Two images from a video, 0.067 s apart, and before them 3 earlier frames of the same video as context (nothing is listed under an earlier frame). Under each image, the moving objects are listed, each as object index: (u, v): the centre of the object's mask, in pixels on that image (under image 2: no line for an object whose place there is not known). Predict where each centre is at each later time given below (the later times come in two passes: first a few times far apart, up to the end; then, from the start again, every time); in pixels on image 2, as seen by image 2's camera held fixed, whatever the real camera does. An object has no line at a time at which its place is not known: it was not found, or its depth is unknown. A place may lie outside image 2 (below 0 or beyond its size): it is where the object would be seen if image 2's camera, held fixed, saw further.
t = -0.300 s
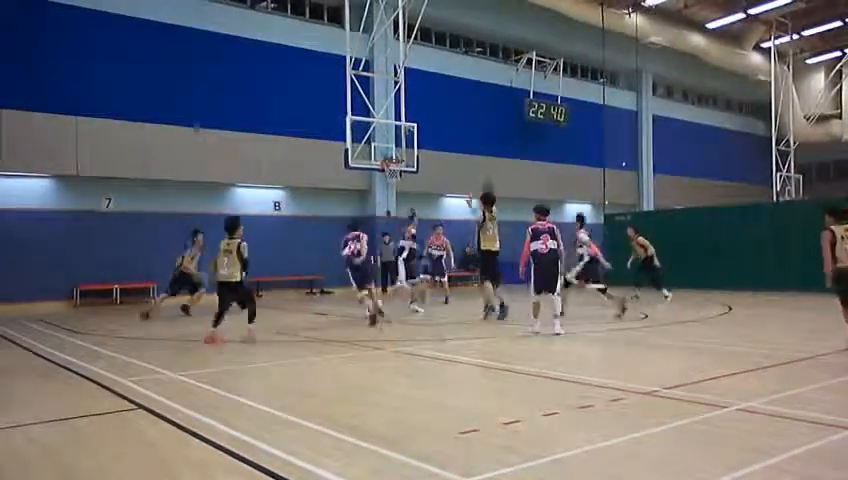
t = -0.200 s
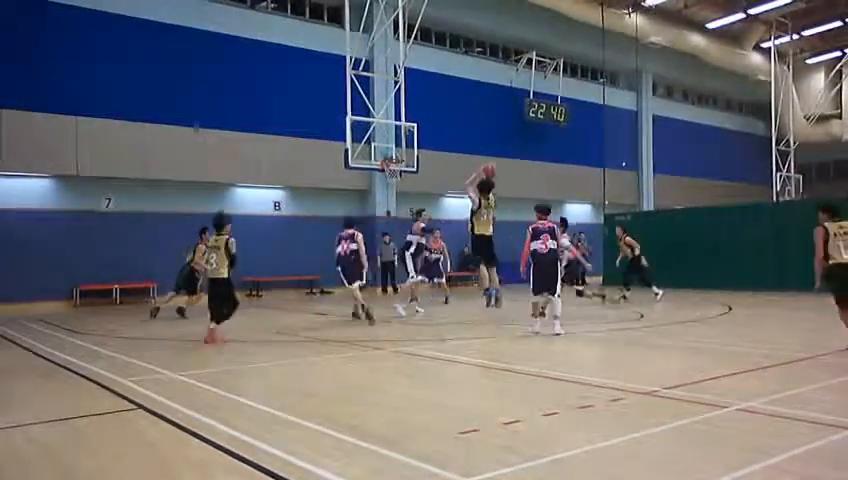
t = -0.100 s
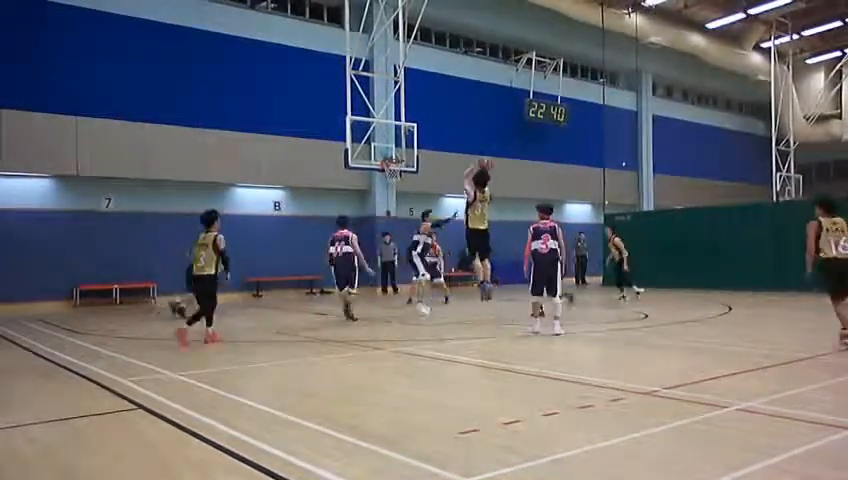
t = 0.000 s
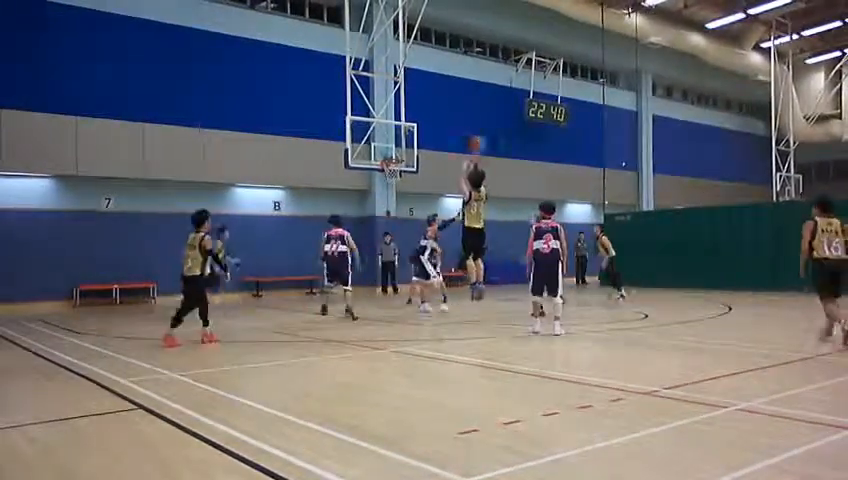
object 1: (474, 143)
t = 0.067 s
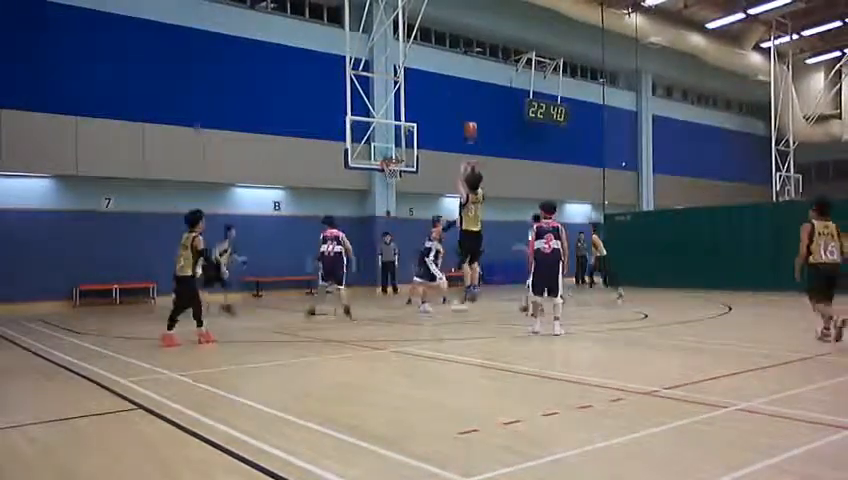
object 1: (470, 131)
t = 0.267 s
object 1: (449, 100)
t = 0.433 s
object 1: (436, 96)
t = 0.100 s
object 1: (466, 121)
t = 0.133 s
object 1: (463, 116)
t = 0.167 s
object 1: (459, 110)
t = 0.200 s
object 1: (457, 106)
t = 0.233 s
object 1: (453, 103)
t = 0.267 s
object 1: (449, 100)
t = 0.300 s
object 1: (447, 99)
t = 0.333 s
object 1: (446, 98)
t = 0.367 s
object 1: (441, 95)
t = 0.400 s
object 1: (438, 96)
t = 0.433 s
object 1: (436, 96)
